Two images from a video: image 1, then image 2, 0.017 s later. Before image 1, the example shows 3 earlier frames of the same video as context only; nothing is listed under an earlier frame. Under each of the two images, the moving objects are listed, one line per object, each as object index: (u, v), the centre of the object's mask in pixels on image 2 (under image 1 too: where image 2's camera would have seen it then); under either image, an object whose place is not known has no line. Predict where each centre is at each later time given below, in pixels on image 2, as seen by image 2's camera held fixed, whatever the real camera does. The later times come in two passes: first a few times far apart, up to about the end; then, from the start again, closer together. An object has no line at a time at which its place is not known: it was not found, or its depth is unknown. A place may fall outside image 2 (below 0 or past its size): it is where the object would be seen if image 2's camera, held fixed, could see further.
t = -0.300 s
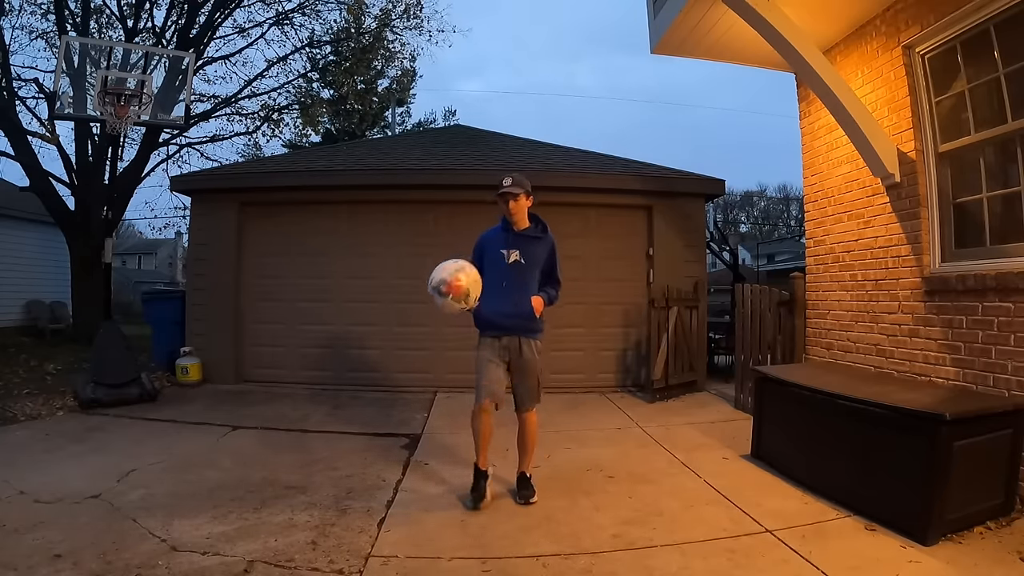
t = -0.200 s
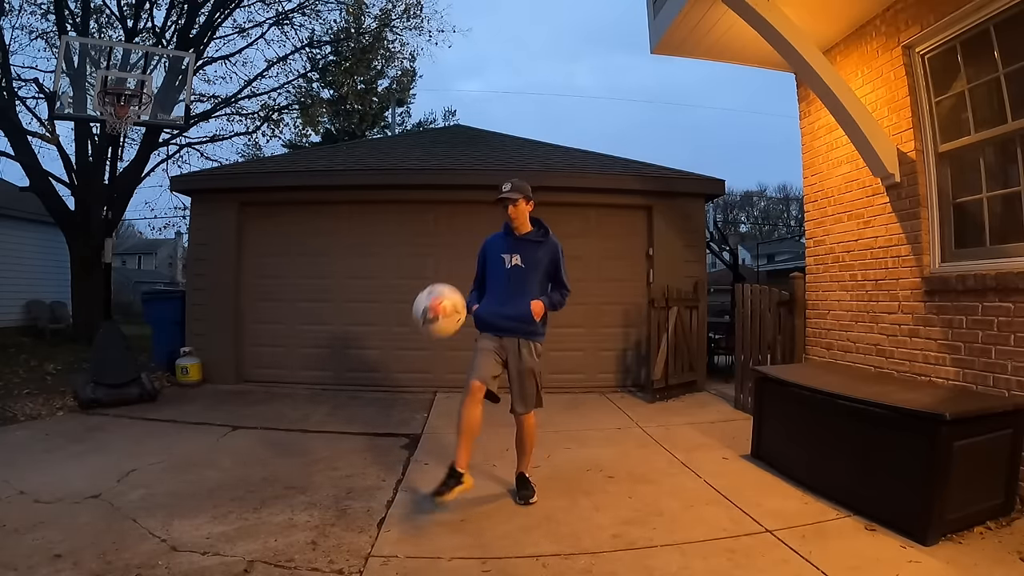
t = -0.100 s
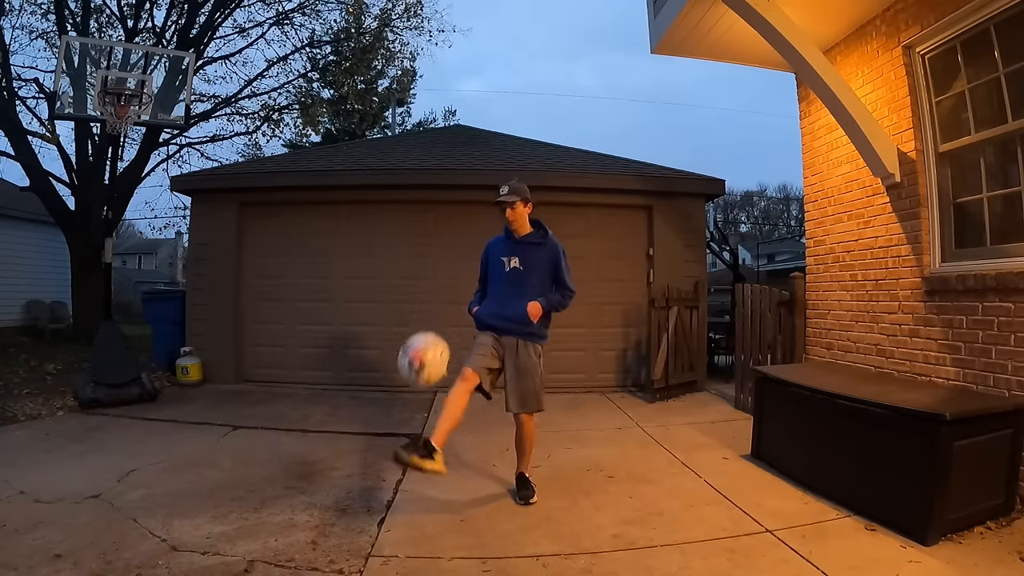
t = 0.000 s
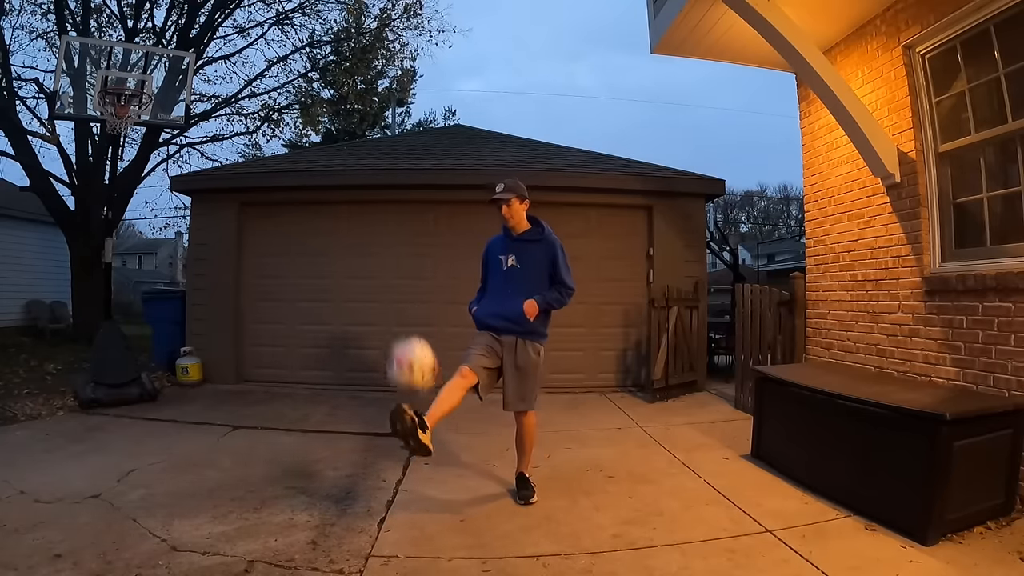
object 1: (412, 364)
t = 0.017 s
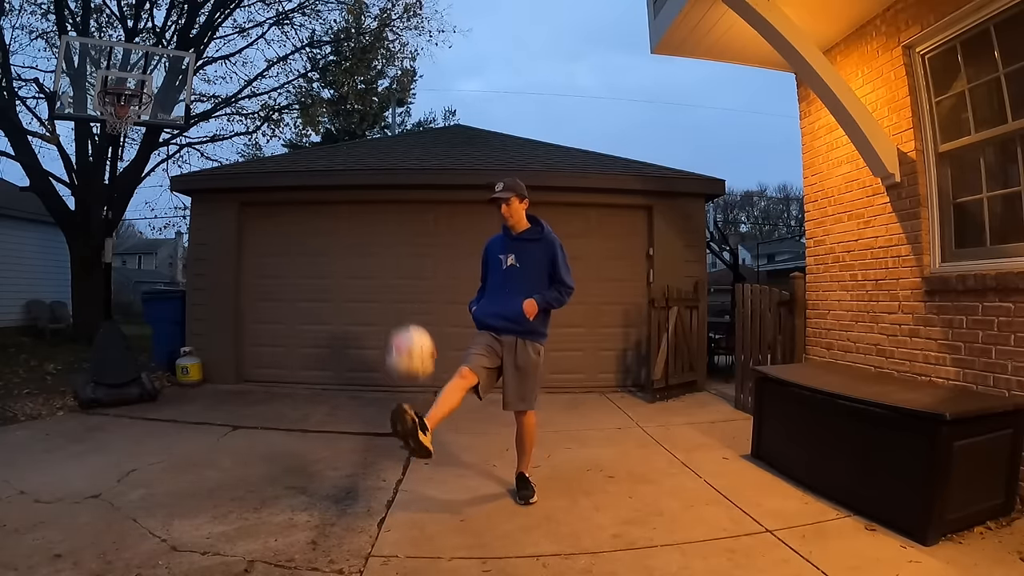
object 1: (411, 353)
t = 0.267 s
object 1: (392, 254)
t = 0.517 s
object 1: (376, 294)
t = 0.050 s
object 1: (409, 330)
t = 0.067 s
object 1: (407, 320)
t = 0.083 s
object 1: (406, 310)
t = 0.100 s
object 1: (404, 302)
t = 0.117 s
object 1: (403, 294)
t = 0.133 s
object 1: (402, 286)
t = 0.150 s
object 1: (401, 280)
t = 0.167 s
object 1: (399, 275)
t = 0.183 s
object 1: (398, 270)
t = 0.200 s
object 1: (397, 266)
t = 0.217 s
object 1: (396, 262)
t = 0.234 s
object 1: (394, 259)
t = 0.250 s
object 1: (393, 257)
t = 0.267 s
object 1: (392, 254)
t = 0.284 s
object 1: (391, 253)
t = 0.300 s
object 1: (390, 252)
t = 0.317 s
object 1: (389, 252)
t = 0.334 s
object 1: (388, 252)
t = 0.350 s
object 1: (387, 253)
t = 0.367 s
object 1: (386, 254)
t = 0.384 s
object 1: (384, 256)
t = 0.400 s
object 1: (383, 259)
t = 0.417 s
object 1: (383, 262)
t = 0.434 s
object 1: (381, 266)
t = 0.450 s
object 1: (380, 271)
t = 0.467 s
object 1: (379, 275)
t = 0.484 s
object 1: (378, 281)
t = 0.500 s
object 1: (377, 287)
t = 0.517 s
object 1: (376, 294)
